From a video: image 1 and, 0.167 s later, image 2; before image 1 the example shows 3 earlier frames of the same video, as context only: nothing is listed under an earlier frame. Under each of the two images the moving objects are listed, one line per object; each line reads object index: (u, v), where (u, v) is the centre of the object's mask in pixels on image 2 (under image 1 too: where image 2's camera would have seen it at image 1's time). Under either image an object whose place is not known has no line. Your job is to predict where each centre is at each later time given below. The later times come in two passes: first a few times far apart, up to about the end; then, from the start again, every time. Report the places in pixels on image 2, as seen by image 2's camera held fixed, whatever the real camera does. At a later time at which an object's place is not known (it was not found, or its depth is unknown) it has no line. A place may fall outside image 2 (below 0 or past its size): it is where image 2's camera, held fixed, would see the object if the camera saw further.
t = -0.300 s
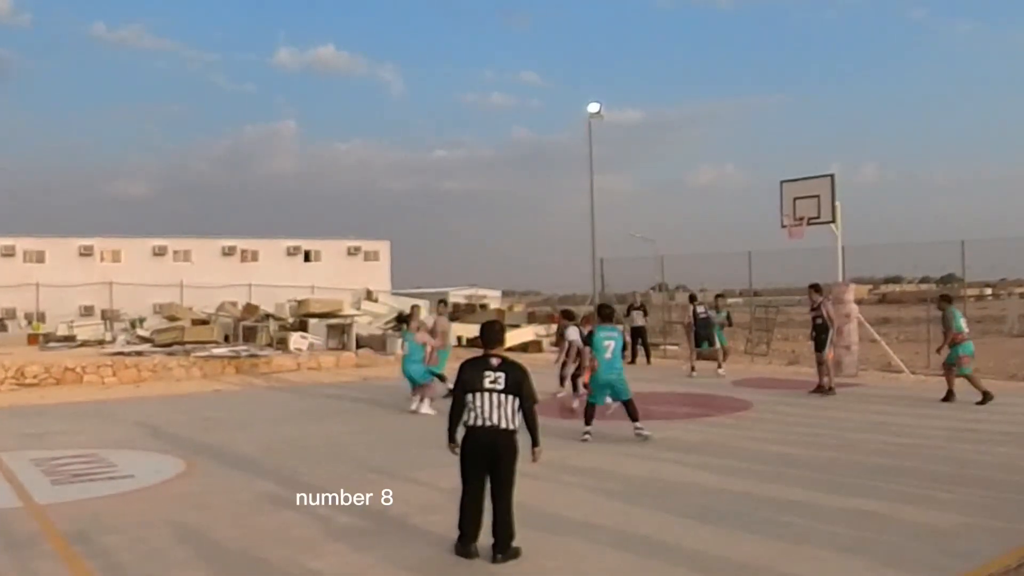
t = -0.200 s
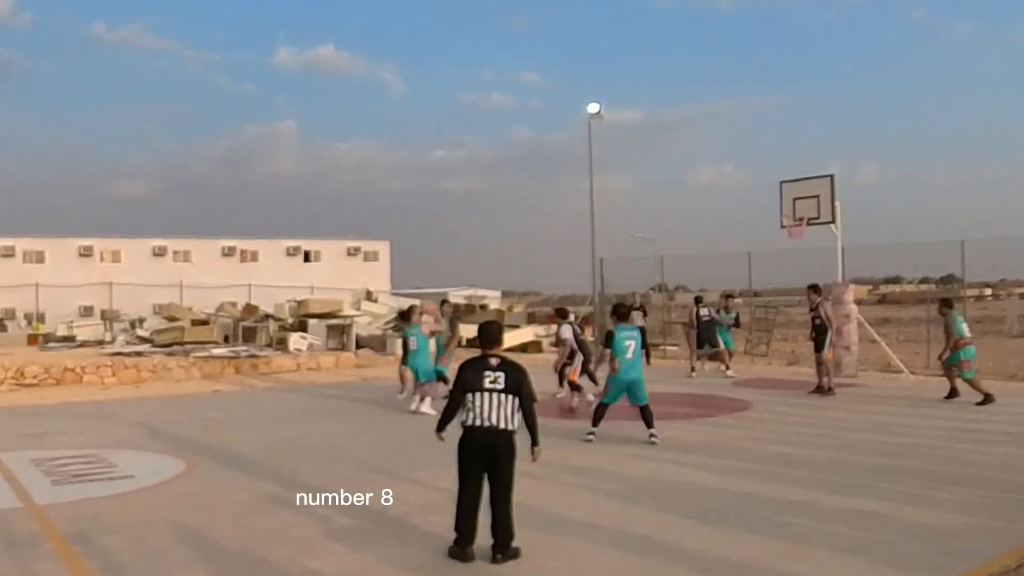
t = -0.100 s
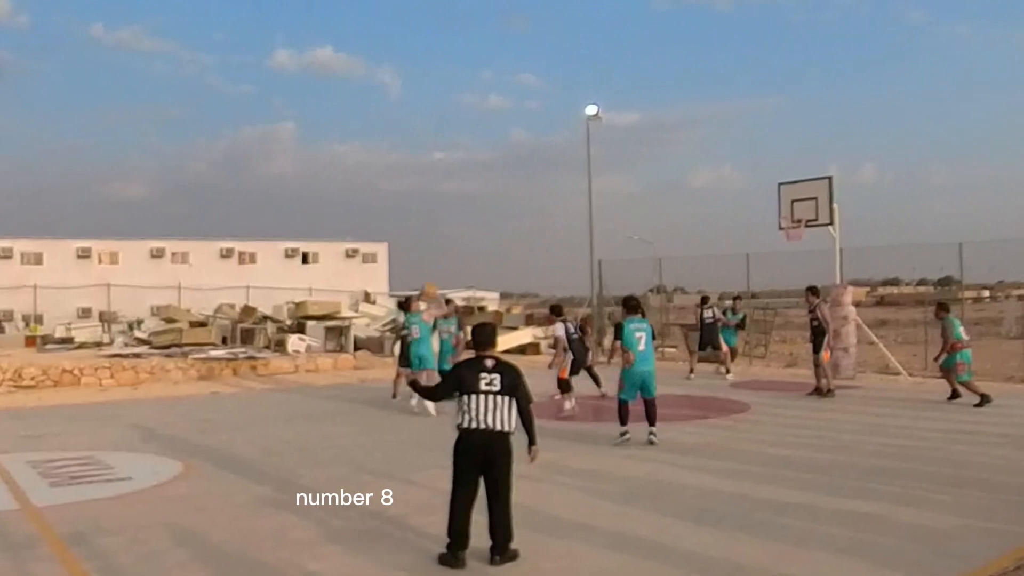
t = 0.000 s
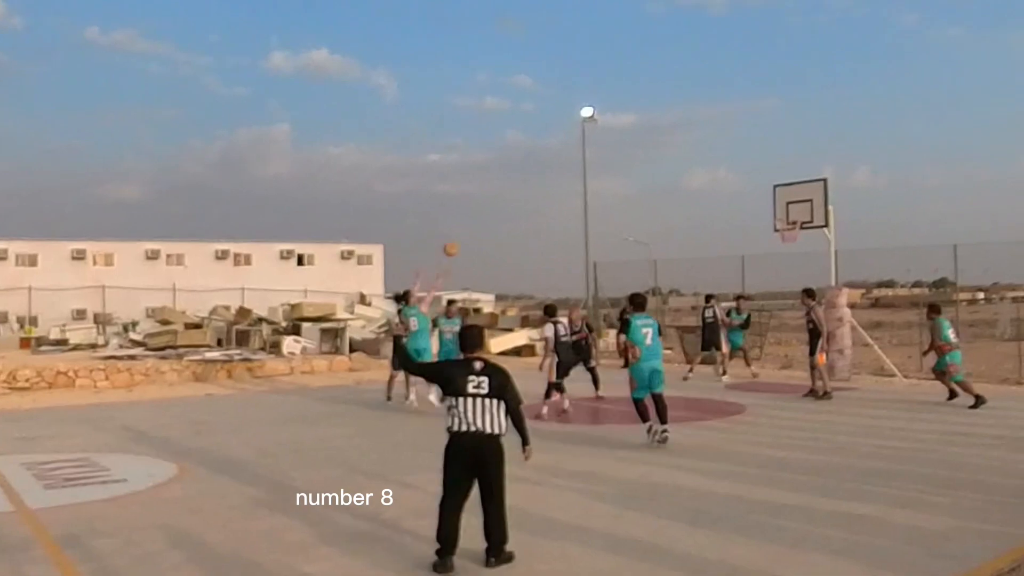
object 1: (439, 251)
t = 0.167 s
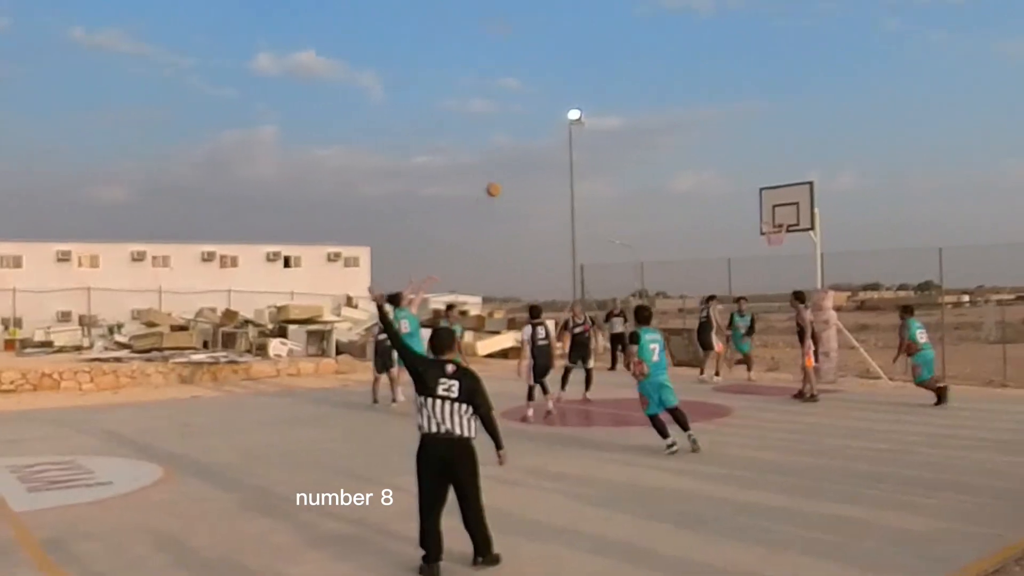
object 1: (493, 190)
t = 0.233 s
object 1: (514, 171)
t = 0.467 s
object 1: (582, 130)
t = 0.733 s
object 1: (654, 126)
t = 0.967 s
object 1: (715, 154)
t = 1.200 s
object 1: (770, 211)
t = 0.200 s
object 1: (503, 180)
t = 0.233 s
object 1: (514, 171)
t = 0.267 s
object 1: (524, 164)
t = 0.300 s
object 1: (534, 156)
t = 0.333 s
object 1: (544, 149)
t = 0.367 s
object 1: (554, 143)
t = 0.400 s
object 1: (563, 138)
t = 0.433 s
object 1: (572, 132)
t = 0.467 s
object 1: (582, 130)
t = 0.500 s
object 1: (592, 127)
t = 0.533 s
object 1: (600, 124)
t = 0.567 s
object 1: (609, 123)
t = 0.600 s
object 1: (619, 123)
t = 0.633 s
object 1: (628, 122)
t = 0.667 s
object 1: (637, 123)
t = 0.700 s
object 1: (646, 124)
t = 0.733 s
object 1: (654, 126)
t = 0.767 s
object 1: (663, 128)
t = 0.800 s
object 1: (672, 131)
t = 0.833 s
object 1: (680, 134)
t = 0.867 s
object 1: (688, 138)
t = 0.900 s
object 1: (697, 143)
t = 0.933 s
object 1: (706, 148)
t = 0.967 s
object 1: (715, 154)
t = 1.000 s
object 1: (722, 160)
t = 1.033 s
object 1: (731, 167)
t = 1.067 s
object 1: (739, 174)
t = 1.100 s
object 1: (747, 182)
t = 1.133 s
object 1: (755, 190)
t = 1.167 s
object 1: (761, 199)
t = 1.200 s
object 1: (770, 211)
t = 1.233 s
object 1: (773, 218)
